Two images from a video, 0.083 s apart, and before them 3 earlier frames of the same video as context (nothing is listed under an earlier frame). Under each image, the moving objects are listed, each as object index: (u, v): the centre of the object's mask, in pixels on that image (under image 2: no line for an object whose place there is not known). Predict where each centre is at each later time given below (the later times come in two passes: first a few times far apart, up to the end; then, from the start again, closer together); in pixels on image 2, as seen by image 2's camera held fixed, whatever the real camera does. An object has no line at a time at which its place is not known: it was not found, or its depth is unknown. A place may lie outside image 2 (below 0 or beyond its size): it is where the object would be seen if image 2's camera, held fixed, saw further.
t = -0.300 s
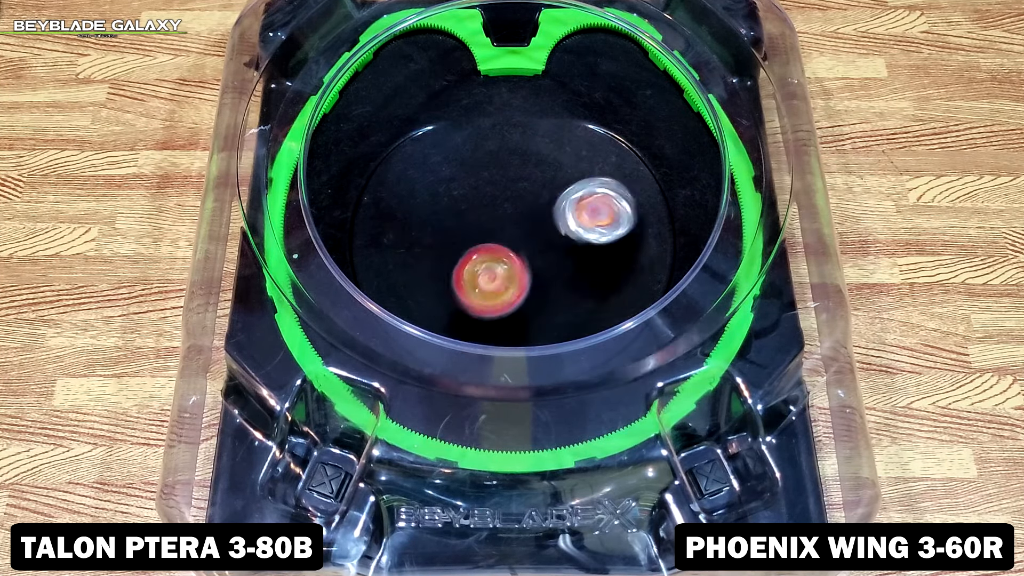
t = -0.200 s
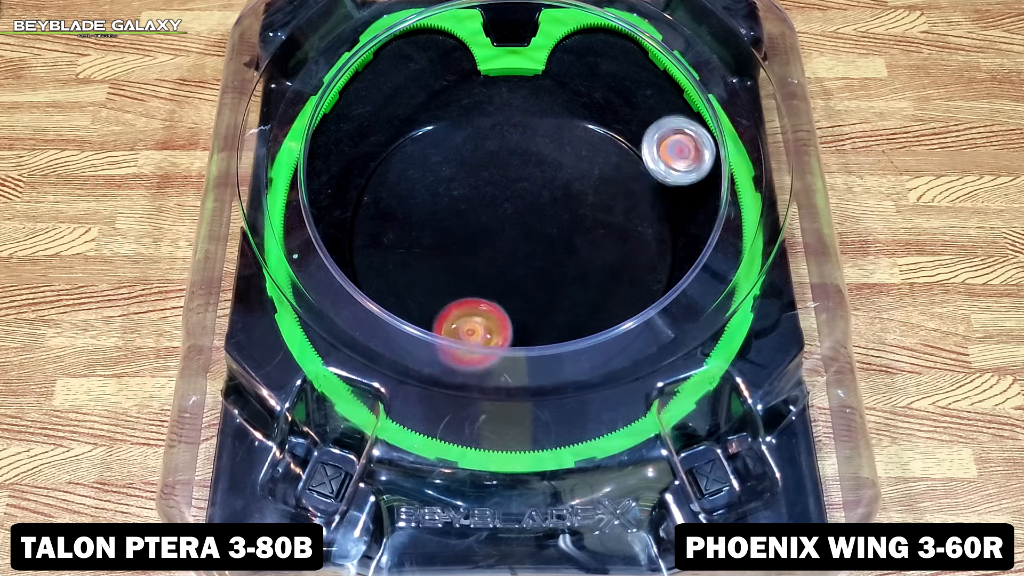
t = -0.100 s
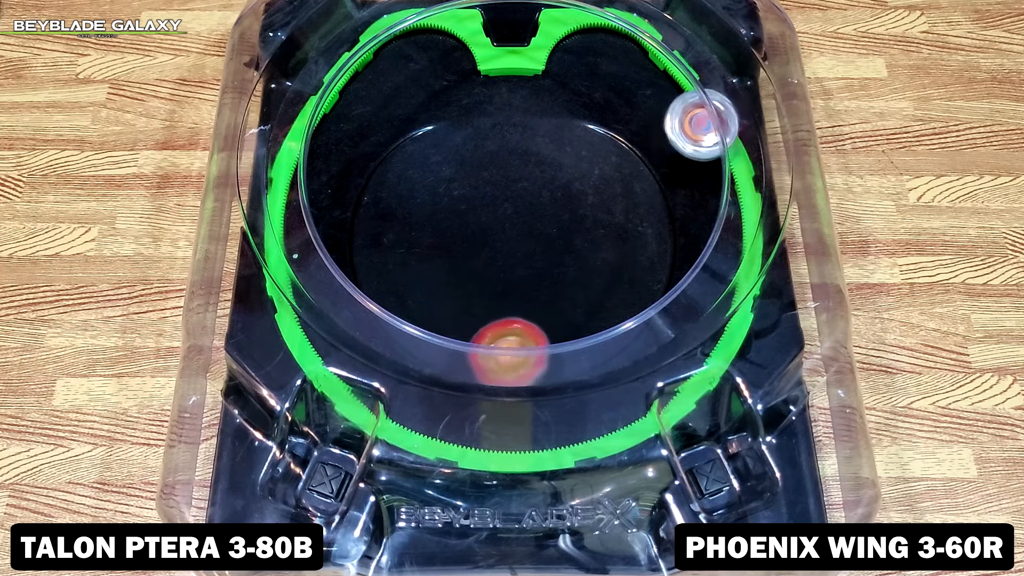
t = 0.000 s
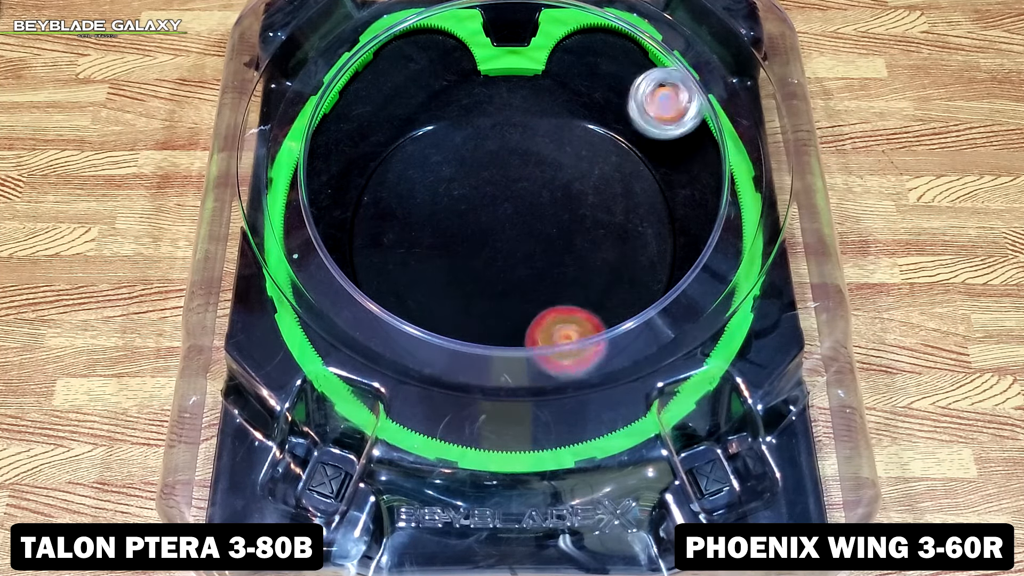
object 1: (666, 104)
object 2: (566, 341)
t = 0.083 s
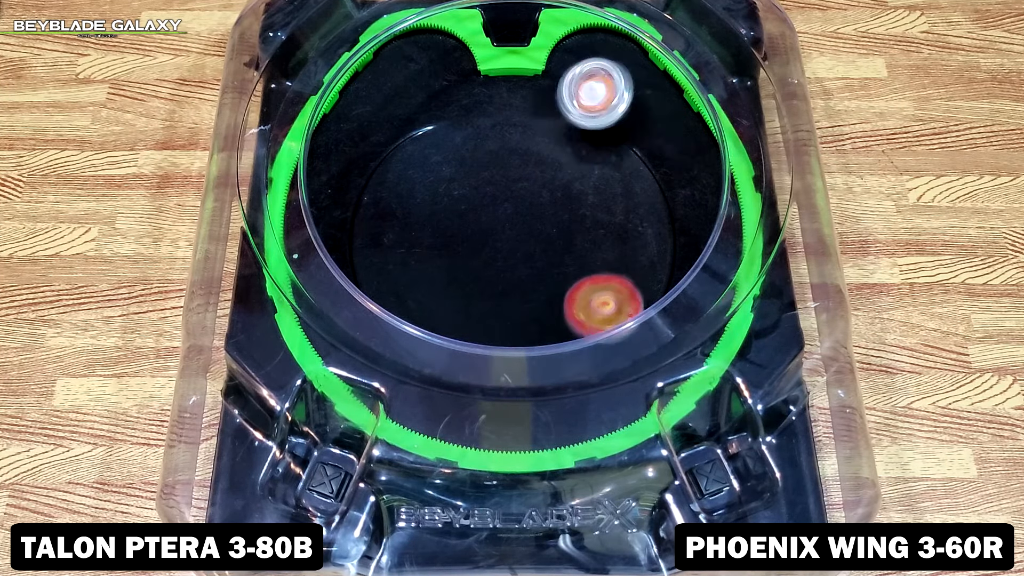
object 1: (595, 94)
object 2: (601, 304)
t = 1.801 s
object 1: (416, 199)
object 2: (535, 206)
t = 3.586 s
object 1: (411, 239)
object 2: (501, 210)
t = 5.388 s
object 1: (485, 223)
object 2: (552, 215)
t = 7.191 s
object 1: (473, 219)
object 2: (550, 259)
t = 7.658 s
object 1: (474, 218)
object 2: (550, 259)
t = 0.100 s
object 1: (581, 96)
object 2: (607, 296)
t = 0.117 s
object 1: (568, 99)
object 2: (610, 287)
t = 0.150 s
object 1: (546, 93)
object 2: (609, 265)
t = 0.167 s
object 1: (536, 94)
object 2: (605, 254)
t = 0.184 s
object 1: (526, 96)
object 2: (600, 243)
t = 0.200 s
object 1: (518, 96)
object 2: (594, 233)
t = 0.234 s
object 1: (505, 100)
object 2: (575, 214)
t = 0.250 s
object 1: (500, 104)
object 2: (565, 206)
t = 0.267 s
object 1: (495, 110)
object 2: (554, 198)
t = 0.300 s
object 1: (487, 120)
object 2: (530, 186)
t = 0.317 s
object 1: (483, 125)
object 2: (518, 182)
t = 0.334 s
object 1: (473, 106)
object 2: (510, 200)
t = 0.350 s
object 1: (463, 86)
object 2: (503, 222)
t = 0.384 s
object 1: (444, 44)
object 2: (492, 261)
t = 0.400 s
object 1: (436, 27)
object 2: (485, 278)
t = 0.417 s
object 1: (425, 13)
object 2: (480, 294)
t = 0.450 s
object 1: (408, 8)
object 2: (475, 316)
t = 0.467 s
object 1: (398, 9)
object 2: (476, 323)
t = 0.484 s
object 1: (387, 10)
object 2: (474, 345)
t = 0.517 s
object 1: (375, 20)
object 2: (481, 355)
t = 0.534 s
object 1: (371, 22)
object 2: (486, 356)
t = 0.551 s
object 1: (367, 25)
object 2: (491, 357)
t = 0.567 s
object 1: (364, 26)
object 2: (496, 357)
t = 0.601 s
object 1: (358, 32)
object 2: (503, 360)
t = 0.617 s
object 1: (355, 35)
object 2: (506, 360)
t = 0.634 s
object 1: (354, 36)
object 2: (509, 363)
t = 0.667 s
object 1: (351, 41)
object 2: (513, 368)
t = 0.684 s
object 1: (350, 44)
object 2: (513, 371)
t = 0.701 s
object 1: (350, 45)
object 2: (513, 374)
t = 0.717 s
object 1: (351, 47)
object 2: (513, 377)
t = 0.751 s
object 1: (352, 50)
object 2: (511, 387)
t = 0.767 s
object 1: (354, 52)
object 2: (510, 389)
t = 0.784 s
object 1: (357, 54)
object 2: (509, 392)
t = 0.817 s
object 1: (364, 65)
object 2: (508, 396)
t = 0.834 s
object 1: (366, 67)
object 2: (508, 397)
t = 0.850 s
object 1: (370, 70)
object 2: (508, 397)
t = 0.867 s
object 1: (375, 76)
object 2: (509, 398)
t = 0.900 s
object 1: (383, 82)
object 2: (509, 398)
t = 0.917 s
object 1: (387, 85)
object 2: (511, 396)
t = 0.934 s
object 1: (391, 87)
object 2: (512, 394)
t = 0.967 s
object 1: (398, 91)
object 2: (513, 389)
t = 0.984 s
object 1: (401, 92)
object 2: (513, 385)
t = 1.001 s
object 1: (405, 94)
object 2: (513, 380)
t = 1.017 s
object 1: (408, 97)
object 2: (513, 374)
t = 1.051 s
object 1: (415, 102)
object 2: (514, 360)
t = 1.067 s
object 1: (419, 105)
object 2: (514, 356)
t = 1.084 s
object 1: (423, 109)
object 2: (516, 352)
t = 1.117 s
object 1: (430, 119)
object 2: (520, 340)
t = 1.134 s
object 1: (433, 126)
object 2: (524, 330)
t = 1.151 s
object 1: (435, 132)
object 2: (527, 319)
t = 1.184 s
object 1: (440, 145)
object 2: (532, 302)
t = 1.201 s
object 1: (442, 152)
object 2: (533, 290)
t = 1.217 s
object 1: (444, 157)
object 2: (532, 280)
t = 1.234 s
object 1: (445, 164)
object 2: (530, 268)
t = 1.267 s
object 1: (448, 175)
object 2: (523, 247)
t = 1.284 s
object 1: (448, 181)
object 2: (518, 237)
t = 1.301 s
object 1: (449, 187)
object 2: (513, 227)
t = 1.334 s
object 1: (427, 176)
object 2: (524, 224)
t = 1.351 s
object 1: (413, 168)
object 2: (531, 224)
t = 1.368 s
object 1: (400, 164)
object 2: (538, 223)
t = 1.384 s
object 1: (388, 162)
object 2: (543, 222)
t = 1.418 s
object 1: (373, 152)
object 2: (552, 217)
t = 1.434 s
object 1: (366, 149)
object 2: (556, 213)
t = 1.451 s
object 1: (361, 150)
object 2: (559, 209)
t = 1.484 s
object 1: (360, 150)
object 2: (563, 199)
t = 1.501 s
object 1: (361, 154)
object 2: (563, 193)
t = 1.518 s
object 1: (361, 156)
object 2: (563, 188)
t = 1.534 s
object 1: (363, 155)
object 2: (561, 183)
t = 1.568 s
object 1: (367, 161)
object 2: (555, 175)
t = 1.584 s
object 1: (371, 166)
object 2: (552, 171)
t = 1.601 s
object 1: (376, 170)
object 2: (547, 169)
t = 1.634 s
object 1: (389, 175)
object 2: (537, 166)
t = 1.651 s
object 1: (397, 180)
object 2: (532, 166)
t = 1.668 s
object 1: (405, 182)
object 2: (528, 167)
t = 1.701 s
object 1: (419, 189)
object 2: (517, 170)
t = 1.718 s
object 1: (427, 192)
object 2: (512, 173)
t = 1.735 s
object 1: (435, 195)
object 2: (507, 178)
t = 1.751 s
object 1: (437, 198)
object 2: (507, 182)
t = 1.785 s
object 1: (423, 199)
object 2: (526, 196)
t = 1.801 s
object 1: (416, 199)
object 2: (535, 206)
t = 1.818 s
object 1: (411, 201)
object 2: (543, 216)
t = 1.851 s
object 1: (401, 210)
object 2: (556, 231)
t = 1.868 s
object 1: (398, 213)
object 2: (563, 237)
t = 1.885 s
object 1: (397, 213)
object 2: (570, 243)
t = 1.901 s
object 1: (397, 215)
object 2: (577, 247)
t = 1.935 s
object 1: (397, 219)
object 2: (590, 253)
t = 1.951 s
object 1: (399, 220)
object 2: (598, 256)
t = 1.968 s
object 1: (402, 222)
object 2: (606, 258)
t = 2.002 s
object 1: (411, 228)
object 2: (625, 263)
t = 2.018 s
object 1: (414, 232)
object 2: (634, 265)
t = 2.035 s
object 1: (418, 236)
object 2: (643, 266)
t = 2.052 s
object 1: (420, 241)
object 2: (651, 266)
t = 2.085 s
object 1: (424, 248)
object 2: (660, 266)
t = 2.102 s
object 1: (425, 252)
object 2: (659, 265)
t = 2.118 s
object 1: (427, 255)
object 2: (656, 265)
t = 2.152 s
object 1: (430, 262)
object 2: (649, 263)
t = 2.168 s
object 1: (432, 266)
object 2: (646, 261)
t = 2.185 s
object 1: (433, 270)
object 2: (643, 259)
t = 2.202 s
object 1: (433, 273)
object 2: (640, 258)
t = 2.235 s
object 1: (433, 281)
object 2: (633, 256)
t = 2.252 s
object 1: (433, 284)
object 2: (629, 256)
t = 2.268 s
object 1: (433, 287)
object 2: (624, 257)
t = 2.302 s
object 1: (431, 293)
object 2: (614, 261)
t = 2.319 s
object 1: (431, 296)
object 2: (608, 264)
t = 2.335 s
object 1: (429, 298)
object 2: (602, 268)
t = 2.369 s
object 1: (427, 301)
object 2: (590, 277)
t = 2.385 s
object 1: (426, 302)
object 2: (583, 281)
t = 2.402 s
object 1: (425, 302)
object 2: (577, 286)
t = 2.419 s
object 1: (423, 302)
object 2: (571, 290)
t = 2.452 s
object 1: (420, 304)
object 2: (558, 298)
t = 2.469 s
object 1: (419, 304)
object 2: (553, 302)
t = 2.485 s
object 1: (417, 304)
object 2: (547, 306)
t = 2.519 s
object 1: (412, 304)
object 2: (536, 313)
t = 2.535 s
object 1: (411, 303)
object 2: (531, 315)
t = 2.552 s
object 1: (409, 302)
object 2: (527, 317)
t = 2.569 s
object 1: (408, 301)
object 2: (523, 318)
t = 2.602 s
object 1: (409, 298)
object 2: (516, 320)
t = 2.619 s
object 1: (408, 297)
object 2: (513, 321)
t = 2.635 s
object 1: (409, 297)
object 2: (510, 321)
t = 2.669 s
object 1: (410, 293)
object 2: (503, 321)
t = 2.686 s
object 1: (412, 292)
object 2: (501, 320)
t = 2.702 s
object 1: (413, 290)
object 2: (498, 320)
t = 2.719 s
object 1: (416, 288)
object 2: (495, 318)
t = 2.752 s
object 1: (421, 286)
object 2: (490, 315)
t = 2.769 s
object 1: (422, 284)
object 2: (491, 313)
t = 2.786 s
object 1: (421, 278)
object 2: (493, 314)
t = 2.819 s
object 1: (420, 260)
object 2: (497, 315)
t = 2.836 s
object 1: (421, 254)
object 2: (499, 314)
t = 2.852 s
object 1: (421, 250)
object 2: (502, 314)
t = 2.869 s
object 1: (422, 244)
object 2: (505, 313)
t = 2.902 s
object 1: (424, 235)
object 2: (512, 310)
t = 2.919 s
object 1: (426, 232)
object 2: (516, 306)
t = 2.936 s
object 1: (429, 230)
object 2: (520, 302)
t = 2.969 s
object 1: (437, 229)
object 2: (525, 291)
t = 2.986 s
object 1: (440, 229)
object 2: (527, 285)
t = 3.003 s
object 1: (443, 230)
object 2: (528, 279)
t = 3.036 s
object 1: (451, 236)
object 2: (528, 264)
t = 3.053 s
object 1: (453, 238)
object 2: (528, 258)
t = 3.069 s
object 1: (442, 232)
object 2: (536, 255)
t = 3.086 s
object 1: (432, 228)
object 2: (545, 253)
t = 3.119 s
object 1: (414, 221)
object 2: (559, 247)
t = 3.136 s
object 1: (408, 216)
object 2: (563, 243)
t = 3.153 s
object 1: (402, 215)
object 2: (568, 239)
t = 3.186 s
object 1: (399, 212)
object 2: (574, 228)
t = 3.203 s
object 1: (400, 211)
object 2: (576, 222)
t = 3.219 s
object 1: (401, 211)
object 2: (576, 217)
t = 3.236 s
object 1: (402, 210)
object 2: (577, 212)
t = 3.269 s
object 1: (406, 212)
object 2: (574, 201)
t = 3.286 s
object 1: (408, 213)
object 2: (572, 196)
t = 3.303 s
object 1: (409, 213)
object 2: (569, 192)
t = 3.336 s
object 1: (409, 215)
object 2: (560, 184)
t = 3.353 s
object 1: (410, 215)
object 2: (555, 181)
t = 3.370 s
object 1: (411, 216)
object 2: (549, 180)
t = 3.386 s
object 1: (411, 216)
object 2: (544, 179)
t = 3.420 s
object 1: (414, 216)
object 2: (534, 178)
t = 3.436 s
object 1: (416, 218)
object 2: (528, 179)
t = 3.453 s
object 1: (418, 219)
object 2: (522, 180)
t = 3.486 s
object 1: (422, 222)
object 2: (511, 185)
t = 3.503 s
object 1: (424, 225)
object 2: (505, 188)
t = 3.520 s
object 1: (425, 227)
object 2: (501, 192)
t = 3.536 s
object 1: (426, 229)
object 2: (497, 197)
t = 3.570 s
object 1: (423, 235)
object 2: (493, 206)
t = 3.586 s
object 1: (411, 239)
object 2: (501, 210)
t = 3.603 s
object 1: (401, 240)
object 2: (508, 214)
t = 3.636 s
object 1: (387, 241)
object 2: (521, 220)
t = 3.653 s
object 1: (381, 244)
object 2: (527, 222)
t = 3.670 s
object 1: (376, 249)
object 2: (534, 225)
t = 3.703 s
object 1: (372, 252)
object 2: (546, 229)
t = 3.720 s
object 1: (372, 255)
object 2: (552, 231)
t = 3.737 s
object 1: (373, 259)
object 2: (558, 233)
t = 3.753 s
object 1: (374, 261)
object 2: (565, 235)
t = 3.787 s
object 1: (378, 264)
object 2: (577, 237)
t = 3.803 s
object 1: (380, 265)
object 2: (583, 238)
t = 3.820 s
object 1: (382, 266)
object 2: (589, 238)
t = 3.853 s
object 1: (383, 267)
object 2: (601, 238)
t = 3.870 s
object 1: (385, 268)
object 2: (606, 237)
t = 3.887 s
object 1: (386, 268)
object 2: (610, 235)
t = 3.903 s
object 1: (390, 269)
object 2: (614, 234)
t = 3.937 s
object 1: (395, 270)
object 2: (619, 230)
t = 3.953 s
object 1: (399, 272)
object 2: (621, 228)
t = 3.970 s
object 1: (401, 274)
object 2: (622, 226)
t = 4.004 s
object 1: (408, 281)
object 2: (620, 222)
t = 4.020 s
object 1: (410, 285)
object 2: (619, 221)
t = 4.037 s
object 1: (411, 288)
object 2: (617, 220)
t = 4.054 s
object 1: (412, 291)
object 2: (613, 218)
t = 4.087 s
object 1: (413, 296)
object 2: (605, 217)
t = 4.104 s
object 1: (415, 297)
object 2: (600, 216)
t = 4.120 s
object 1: (417, 298)
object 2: (595, 216)
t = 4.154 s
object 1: (425, 299)
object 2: (583, 217)
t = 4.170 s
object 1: (429, 297)
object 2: (577, 218)
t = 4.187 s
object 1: (435, 296)
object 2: (570, 220)
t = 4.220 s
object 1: (447, 298)
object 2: (557, 223)
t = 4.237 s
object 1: (452, 298)
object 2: (551, 225)
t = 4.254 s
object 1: (459, 296)
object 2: (545, 227)
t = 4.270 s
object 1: (465, 293)
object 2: (539, 229)
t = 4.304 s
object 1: (475, 292)
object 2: (527, 233)
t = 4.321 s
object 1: (480, 292)
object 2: (521, 235)
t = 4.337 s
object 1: (474, 300)
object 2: (526, 228)
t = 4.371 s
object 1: (459, 314)
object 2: (540, 214)
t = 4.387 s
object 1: (449, 313)
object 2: (545, 207)
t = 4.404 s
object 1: (445, 317)
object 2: (549, 202)
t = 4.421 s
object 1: (436, 341)
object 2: (553, 197)
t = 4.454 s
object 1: (428, 343)
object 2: (558, 191)
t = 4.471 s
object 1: (426, 342)
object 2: (559, 189)
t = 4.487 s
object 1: (424, 343)
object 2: (561, 187)
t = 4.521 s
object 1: (423, 362)
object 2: (563, 182)
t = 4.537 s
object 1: (423, 371)
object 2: (565, 179)
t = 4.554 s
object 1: (417, 373)
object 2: (567, 176)
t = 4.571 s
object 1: (417, 372)
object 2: (570, 174)
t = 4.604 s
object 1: (417, 375)
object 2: (577, 169)
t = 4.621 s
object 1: (420, 360)
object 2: (579, 167)
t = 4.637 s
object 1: (414, 367)
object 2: (582, 165)
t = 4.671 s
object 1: (421, 354)
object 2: (585, 164)
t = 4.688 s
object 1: (423, 355)
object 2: (585, 163)
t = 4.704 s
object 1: (425, 354)
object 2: (584, 162)
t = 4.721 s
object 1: (424, 345)
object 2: (585, 162)
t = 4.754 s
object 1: (429, 337)
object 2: (584, 164)
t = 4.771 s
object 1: (433, 332)
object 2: (583, 166)
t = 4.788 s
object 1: (436, 326)
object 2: (582, 168)
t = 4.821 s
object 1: (447, 308)
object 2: (579, 172)
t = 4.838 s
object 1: (453, 304)
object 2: (578, 174)
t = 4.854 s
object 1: (459, 298)
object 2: (575, 177)
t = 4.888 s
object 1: (472, 285)
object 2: (569, 185)
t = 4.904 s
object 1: (478, 278)
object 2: (566, 188)
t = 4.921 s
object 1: (486, 270)
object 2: (564, 192)
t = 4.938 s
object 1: (493, 262)
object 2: (561, 195)
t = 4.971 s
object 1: (507, 252)
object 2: (557, 200)
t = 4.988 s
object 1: (507, 249)
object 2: (560, 198)
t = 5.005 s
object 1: (507, 245)
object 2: (562, 198)
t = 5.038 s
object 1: (500, 238)
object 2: (572, 198)
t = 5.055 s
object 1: (497, 235)
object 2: (576, 199)
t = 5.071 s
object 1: (495, 234)
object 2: (579, 201)
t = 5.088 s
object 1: (492, 233)
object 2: (581, 202)
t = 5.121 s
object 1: (488, 232)
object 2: (582, 205)
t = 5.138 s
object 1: (487, 231)
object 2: (581, 206)
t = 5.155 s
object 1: (486, 229)
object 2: (581, 206)
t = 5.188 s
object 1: (482, 227)
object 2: (580, 206)
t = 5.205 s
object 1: (482, 227)
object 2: (580, 207)
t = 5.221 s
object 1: (481, 227)
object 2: (580, 207)
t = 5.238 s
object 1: (481, 227)
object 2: (580, 208)
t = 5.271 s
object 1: (480, 227)
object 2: (578, 209)
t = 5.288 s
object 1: (481, 227)
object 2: (576, 211)
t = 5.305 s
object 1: (482, 226)
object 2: (574, 212)
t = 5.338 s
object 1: (484, 225)
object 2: (567, 214)
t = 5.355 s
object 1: (484, 224)
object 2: (562, 214)
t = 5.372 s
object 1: (484, 224)
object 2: (557, 215)
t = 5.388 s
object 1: (485, 223)
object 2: (552, 215)
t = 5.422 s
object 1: (473, 219)
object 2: (554, 217)
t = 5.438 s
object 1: (469, 216)
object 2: (556, 218)
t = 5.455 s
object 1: (466, 214)
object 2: (557, 220)
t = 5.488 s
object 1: (462, 208)
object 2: (555, 224)
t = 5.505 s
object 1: (461, 207)
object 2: (553, 226)
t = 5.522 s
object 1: (461, 206)
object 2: (550, 226)
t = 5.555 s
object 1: (464, 204)
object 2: (545, 226)
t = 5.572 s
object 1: (466, 204)
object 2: (543, 225)
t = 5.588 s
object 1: (468, 204)
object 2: (542, 223)
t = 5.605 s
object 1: (469, 205)
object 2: (542, 223)
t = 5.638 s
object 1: (470, 207)
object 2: (541, 221)
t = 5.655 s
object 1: (471, 208)
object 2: (540, 218)
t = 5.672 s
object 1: (471, 209)
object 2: (541, 216)
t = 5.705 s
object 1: (471, 212)
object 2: (544, 214)
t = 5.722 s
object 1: (472, 214)
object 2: (546, 215)
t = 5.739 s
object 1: (472, 215)
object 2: (548, 213)
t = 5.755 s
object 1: (473, 216)
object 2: (550, 209)
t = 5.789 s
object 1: (474, 218)
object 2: (551, 209)
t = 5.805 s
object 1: (474, 219)
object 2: (552, 209)
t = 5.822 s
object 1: (474, 219)
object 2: (553, 209)
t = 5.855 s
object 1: (472, 219)
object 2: (557, 210)
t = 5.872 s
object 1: (472, 219)
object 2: (559, 209)
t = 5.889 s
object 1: (472, 219)
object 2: (558, 209)
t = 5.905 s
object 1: (472, 219)
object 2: (558, 209)
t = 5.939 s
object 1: (472, 219)
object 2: (557, 214)
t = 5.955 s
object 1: (472, 219)
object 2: (557, 218)
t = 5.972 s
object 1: (472, 219)
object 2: (555, 222)
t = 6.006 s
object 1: (473, 219)
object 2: (552, 227)
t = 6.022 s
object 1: (474, 218)
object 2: (551, 229)
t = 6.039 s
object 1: (474, 218)
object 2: (550, 231)
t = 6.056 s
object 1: (474, 218)
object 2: (549, 233)
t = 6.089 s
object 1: (473, 218)
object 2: (547, 236)
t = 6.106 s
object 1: (473, 219)
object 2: (546, 237)
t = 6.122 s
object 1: (473, 219)
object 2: (546, 239)
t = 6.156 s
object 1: (473, 219)
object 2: (547, 242)
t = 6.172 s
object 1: (472, 219)
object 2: (548, 245)
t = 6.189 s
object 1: (472, 219)
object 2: (547, 248)
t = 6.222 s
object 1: (473, 219)
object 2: (545, 253)
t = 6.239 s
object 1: (473, 219)
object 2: (543, 255)
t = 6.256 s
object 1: (473, 219)
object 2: (543, 258)
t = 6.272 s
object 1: (473, 219)
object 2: (543, 261)
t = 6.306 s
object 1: (473, 219)
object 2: (544, 265)
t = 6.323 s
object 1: (474, 218)
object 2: (544, 266)
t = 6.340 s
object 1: (474, 218)
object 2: (545, 267)
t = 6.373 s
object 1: (474, 218)
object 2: (548, 267)
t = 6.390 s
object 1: (473, 218)
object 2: (548, 266)
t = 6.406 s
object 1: (473, 219)
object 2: (548, 265)
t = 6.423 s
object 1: (473, 219)
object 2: (549, 263)
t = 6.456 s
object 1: (473, 219)
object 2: (550, 260)
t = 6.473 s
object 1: (473, 219)
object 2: (551, 258)
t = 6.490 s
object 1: (473, 219)
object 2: (552, 257)
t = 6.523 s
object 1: (473, 219)
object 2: (553, 255)
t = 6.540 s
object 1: (473, 219)
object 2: (553, 254)
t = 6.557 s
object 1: (473, 219)
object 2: (554, 254)
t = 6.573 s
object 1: (473, 219)
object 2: (554, 253)
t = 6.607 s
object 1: (473, 219)
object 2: (555, 252)
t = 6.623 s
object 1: (473, 219)
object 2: (556, 252)
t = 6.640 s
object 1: (473, 219)
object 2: (556, 251)
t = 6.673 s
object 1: (473, 219)
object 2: (556, 252)
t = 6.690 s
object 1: (473, 219)
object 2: (555, 252)
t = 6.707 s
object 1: (473, 219)
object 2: (555, 252)
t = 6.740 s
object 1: (473, 219)
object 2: (554, 253)
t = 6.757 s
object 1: (472, 219)
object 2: (554, 254)
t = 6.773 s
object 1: (473, 219)
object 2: (554, 254)
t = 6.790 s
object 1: (473, 219)
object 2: (554, 254)
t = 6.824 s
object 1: (472, 219)
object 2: (553, 255)
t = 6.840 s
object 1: (473, 219)
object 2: (552, 256)
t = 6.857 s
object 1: (473, 219)
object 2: (552, 257)
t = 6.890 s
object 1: (473, 219)
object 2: (550, 259)
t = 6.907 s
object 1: (473, 219)
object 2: (549, 260)
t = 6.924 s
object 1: (473, 219)
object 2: (549, 262)
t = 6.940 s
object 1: (473, 219)
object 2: (548, 262)
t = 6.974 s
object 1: (473, 219)
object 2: (548, 263)
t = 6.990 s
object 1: (473, 219)
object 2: (548, 263)
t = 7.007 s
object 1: (474, 218)
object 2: (549, 262)
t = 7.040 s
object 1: (474, 218)
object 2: (549, 261)
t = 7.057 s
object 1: (474, 218)
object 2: (549, 260)
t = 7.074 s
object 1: (474, 218)
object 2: (550, 259)
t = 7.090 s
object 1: (474, 218)
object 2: (550, 258)
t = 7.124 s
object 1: (473, 219)
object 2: (551, 257)
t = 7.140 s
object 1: (473, 219)
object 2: (551, 257)
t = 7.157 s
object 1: (473, 219)
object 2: (551, 258)
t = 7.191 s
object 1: (473, 219)
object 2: (550, 259)
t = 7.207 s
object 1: (473, 219)
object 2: (549, 260)
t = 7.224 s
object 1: (473, 219)
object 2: (549, 260)
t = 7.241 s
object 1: (473, 219)
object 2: (549, 261)
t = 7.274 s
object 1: (473, 219)
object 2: (549, 261)
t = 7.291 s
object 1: (474, 218)
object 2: (549, 261)
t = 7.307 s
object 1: (474, 218)
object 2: (549, 260)
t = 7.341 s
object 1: (474, 218)
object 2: (550, 259)
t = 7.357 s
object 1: (474, 218)
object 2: (550, 259)
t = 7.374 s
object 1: (474, 218)
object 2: (550, 258)
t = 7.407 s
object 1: (474, 219)
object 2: (550, 258)
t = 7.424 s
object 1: (474, 219)
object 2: (550, 259)
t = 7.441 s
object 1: (474, 218)
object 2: (550, 259)
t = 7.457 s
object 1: (473, 219)
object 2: (550, 259)
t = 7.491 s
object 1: (474, 219)
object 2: (549, 260)
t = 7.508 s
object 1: (474, 218)
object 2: (549, 261)
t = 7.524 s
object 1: (474, 218)
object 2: (549, 261)
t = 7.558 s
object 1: (474, 218)
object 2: (549, 260)
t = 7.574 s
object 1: (474, 218)
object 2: (550, 260)
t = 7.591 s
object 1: (474, 218)
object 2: (550, 260)
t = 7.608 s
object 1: (474, 218)
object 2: (550, 259)
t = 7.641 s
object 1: (474, 218)
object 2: (550, 259)
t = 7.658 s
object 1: (474, 218)
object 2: (550, 259)
